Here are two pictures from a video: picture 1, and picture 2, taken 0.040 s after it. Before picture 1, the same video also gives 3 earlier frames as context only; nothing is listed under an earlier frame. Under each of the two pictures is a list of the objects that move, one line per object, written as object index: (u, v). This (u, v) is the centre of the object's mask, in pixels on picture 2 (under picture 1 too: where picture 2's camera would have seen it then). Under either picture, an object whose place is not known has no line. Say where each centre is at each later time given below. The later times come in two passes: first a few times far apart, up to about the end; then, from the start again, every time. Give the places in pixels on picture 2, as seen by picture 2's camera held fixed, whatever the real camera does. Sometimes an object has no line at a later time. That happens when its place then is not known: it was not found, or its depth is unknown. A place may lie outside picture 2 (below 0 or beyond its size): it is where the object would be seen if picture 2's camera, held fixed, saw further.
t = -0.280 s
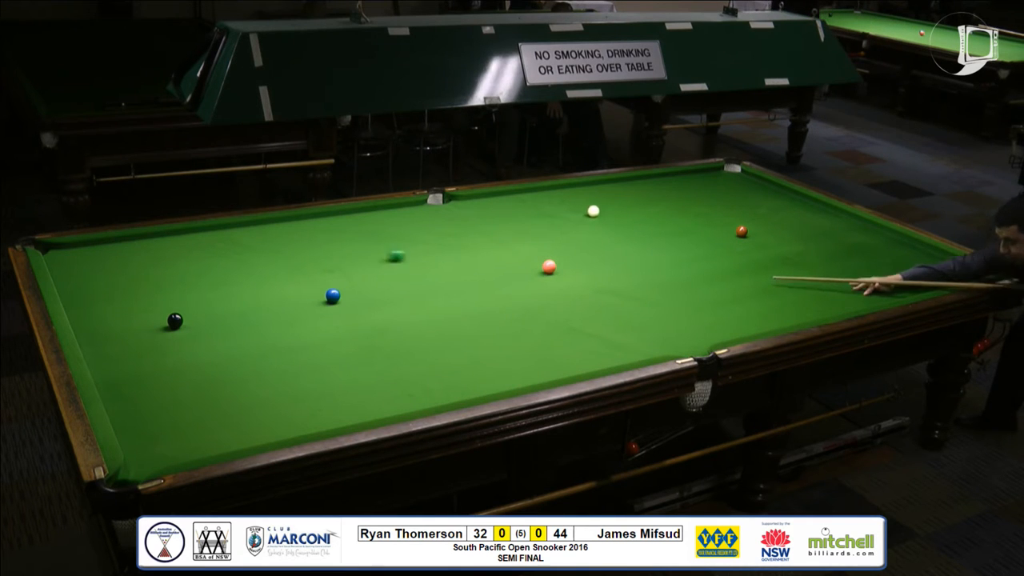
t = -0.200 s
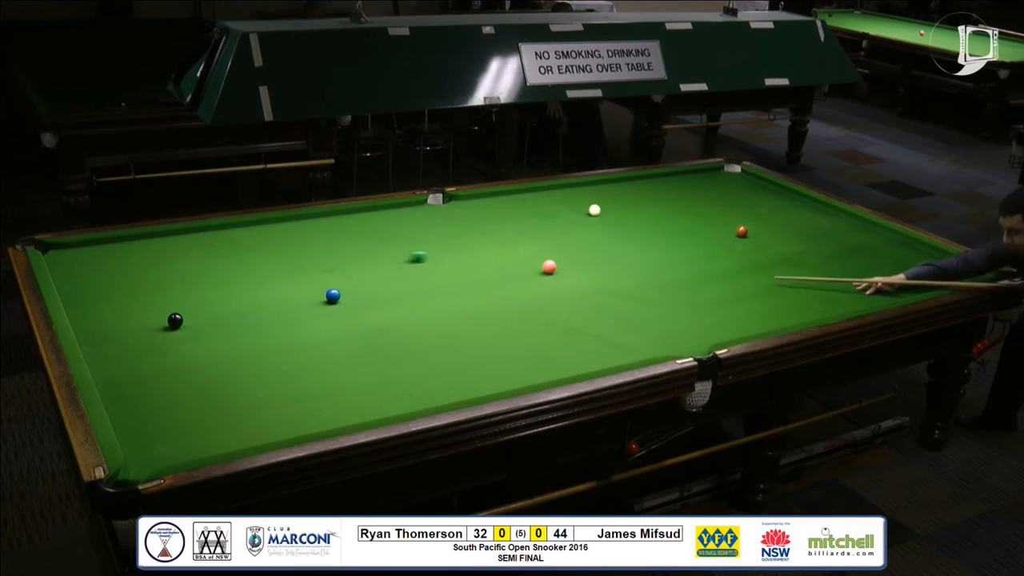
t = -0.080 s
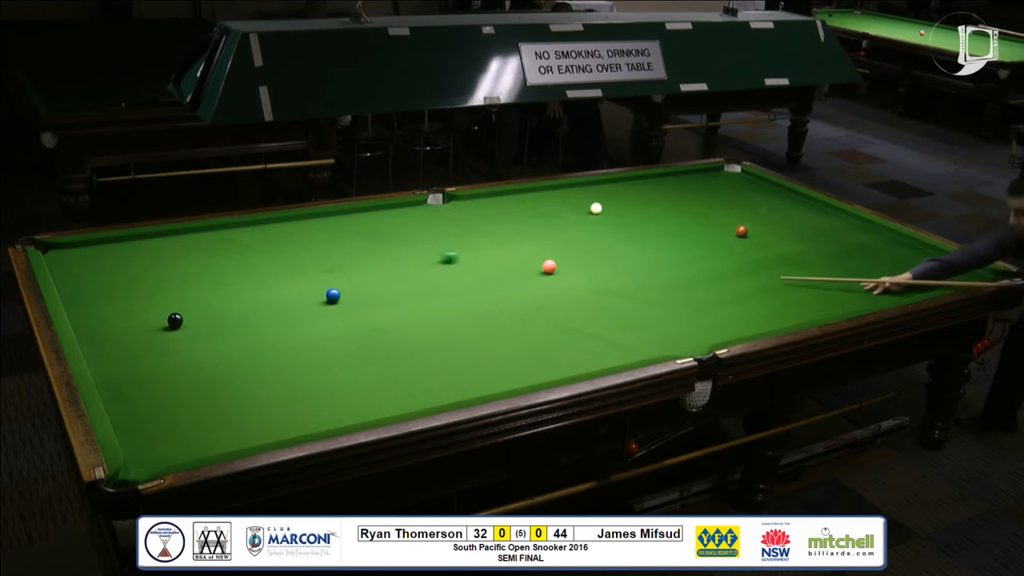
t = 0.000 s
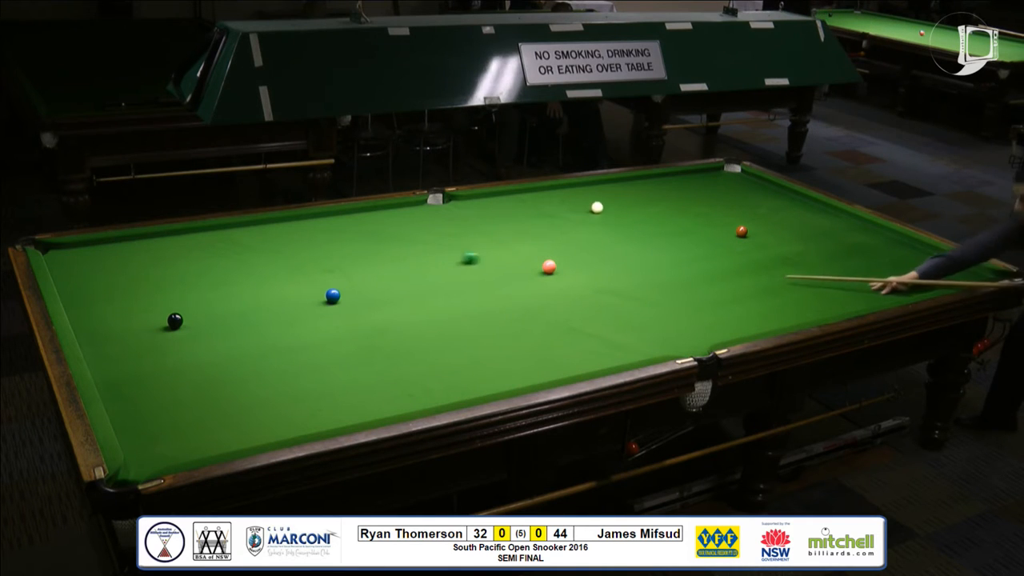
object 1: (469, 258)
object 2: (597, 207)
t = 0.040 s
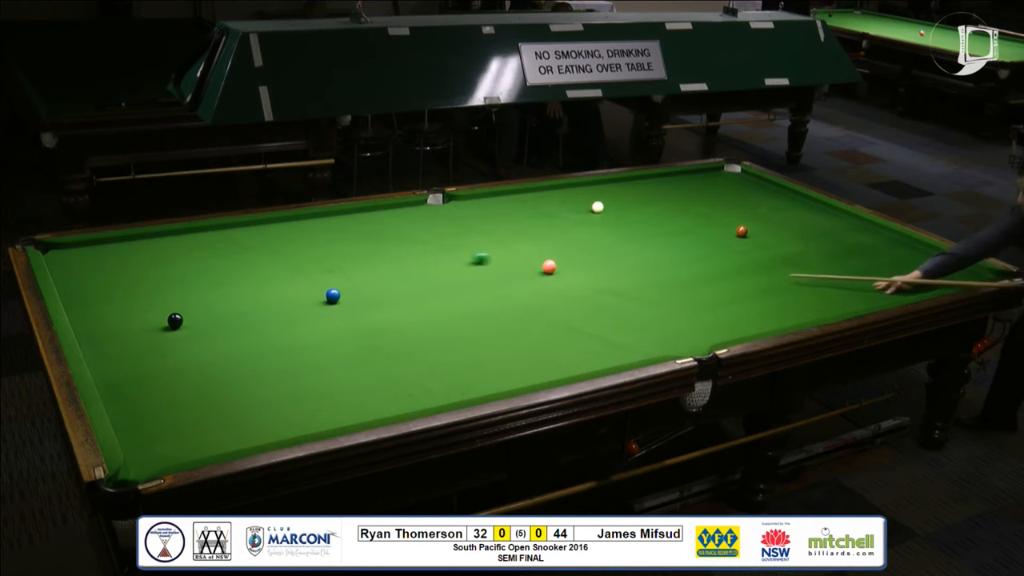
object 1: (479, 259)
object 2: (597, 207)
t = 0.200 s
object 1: (520, 260)
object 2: (599, 205)
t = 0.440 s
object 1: (580, 261)
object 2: (601, 203)
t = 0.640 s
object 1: (627, 263)
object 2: (603, 201)
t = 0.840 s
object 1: (673, 264)
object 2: (604, 199)
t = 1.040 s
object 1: (716, 265)
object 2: (605, 198)
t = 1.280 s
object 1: (766, 266)
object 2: (606, 197)
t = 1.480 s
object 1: (806, 267)
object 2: (606, 196)
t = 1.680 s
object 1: (844, 268)
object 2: (607, 195)
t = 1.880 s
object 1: (879, 268)
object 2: (607, 195)
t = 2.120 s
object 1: (920, 269)
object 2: (607, 195)
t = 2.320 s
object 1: (952, 270)
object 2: (607, 195)
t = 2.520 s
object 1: (983, 270)
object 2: (607, 195)
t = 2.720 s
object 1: (990, 274)
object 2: (607, 195)
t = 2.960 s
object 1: (972, 271)
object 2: (607, 195)
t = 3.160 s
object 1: (958, 266)
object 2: (607, 195)
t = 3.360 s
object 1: (944, 262)
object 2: (607, 195)
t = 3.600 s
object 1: (930, 258)
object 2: (607, 195)
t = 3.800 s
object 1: (919, 255)
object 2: (607, 195)
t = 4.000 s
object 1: (909, 252)
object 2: (607, 195)
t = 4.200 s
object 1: (900, 249)
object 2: (607, 195)
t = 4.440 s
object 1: (891, 246)
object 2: (607, 195)
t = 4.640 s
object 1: (883, 244)
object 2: (607, 195)
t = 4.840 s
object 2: (607, 195)
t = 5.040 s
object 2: (607, 195)
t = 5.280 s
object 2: (607, 195)
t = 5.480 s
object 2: (607, 195)
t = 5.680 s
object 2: (607, 195)
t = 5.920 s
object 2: (607, 195)
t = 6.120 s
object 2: (607, 195)
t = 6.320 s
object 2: (607, 195)
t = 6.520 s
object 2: (607, 195)
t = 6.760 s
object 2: (607, 195)
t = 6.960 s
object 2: (607, 195)
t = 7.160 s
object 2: (607, 195)
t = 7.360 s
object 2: (607, 195)
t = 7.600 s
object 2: (607, 195)
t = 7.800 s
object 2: (607, 195)
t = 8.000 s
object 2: (607, 195)
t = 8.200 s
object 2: (607, 195)
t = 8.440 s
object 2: (607, 195)
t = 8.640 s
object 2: (607, 195)
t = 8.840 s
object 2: (607, 195)
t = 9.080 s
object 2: (607, 195)
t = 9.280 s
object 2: (607, 195)
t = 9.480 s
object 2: (607, 195)
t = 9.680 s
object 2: (607, 195)
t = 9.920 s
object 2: (607, 195)
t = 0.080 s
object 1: (489, 259)
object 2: (598, 206)
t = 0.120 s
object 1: (500, 259)
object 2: (598, 206)
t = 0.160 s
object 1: (510, 259)
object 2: (599, 205)
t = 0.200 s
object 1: (520, 260)
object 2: (599, 205)
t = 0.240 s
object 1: (530, 260)
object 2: (599, 205)
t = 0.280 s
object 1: (539, 260)
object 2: (600, 204)
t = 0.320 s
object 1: (551, 258)
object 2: (600, 204)
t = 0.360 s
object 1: (561, 260)
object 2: (601, 203)
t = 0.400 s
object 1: (571, 261)
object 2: (601, 203)
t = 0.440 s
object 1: (580, 261)
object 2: (601, 203)
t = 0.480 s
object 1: (590, 262)
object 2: (602, 202)
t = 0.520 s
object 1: (599, 262)
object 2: (602, 202)
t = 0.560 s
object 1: (608, 262)
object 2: (602, 202)
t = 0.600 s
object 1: (618, 263)
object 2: (603, 201)
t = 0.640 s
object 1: (627, 263)
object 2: (603, 201)
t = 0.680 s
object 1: (637, 263)
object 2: (603, 201)
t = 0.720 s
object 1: (645, 263)
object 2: (603, 200)
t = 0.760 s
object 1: (655, 264)
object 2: (604, 200)
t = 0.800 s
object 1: (663, 264)
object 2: (604, 200)
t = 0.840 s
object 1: (673, 264)
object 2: (604, 199)
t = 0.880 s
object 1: (681, 264)
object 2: (604, 199)
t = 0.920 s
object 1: (691, 264)
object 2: (604, 199)
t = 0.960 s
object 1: (699, 265)
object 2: (605, 198)
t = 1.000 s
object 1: (708, 265)
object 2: (605, 198)
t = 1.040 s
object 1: (716, 265)
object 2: (605, 198)
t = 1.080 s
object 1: (725, 265)
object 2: (605, 198)
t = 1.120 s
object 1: (733, 265)
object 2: (606, 198)
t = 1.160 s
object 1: (742, 266)
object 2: (606, 197)
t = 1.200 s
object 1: (750, 266)
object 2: (606, 197)
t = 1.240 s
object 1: (758, 266)
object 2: (606, 197)
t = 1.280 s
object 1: (766, 266)
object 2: (606, 197)
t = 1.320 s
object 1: (775, 266)
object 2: (606, 197)
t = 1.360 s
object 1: (783, 267)
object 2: (606, 196)
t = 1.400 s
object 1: (791, 266)
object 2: (606, 196)
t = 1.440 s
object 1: (799, 267)
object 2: (606, 196)
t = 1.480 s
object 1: (806, 267)
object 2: (606, 196)
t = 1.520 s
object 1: (814, 267)
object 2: (606, 196)
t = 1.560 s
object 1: (821, 267)
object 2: (606, 196)
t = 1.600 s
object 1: (829, 267)
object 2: (606, 195)
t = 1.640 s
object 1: (836, 267)
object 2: (607, 195)
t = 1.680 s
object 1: (844, 268)
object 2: (607, 195)
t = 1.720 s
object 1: (851, 268)
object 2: (607, 195)
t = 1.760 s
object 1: (858, 268)
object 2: (607, 195)
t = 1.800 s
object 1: (865, 268)
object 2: (607, 195)
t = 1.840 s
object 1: (872, 268)
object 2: (607, 195)
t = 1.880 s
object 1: (879, 268)
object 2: (607, 195)
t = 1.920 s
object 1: (886, 269)
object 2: (607, 195)
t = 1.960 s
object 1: (893, 268)
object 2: (607, 195)
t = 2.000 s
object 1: (900, 269)
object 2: (607, 195)
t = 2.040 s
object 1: (907, 269)
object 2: (607, 195)
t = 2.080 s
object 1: (913, 269)
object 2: (607, 195)
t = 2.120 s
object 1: (920, 269)
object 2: (607, 195)
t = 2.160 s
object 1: (927, 269)
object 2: (607, 195)
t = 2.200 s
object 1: (933, 270)
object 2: (607, 195)
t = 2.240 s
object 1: (939, 270)
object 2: (607, 195)
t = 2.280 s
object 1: (945, 270)
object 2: (607, 195)
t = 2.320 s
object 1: (952, 270)
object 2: (607, 195)
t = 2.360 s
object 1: (958, 270)
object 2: (607, 195)
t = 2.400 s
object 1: (964, 270)
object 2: (607, 195)
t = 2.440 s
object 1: (970, 269)
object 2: (607, 195)
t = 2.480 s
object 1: (977, 270)
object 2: (607, 195)
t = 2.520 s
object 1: (983, 270)
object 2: (607, 195)
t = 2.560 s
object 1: (986, 271)
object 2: (607, 195)
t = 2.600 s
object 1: (987, 272)
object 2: (607, 195)
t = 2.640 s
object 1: (989, 272)
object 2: (607, 195)
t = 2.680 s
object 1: (991, 274)
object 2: (607, 195)
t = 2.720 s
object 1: (990, 274)
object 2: (607, 195)
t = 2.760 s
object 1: (987, 273)
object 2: (607, 195)
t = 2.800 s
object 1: (983, 273)
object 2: (607, 195)
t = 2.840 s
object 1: (980, 273)
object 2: (607, 195)
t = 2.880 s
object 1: (978, 273)
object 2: (607, 195)
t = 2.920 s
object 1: (975, 272)
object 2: (607, 195)
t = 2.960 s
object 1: (972, 271)
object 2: (607, 195)
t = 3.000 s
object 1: (969, 270)
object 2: (607, 195)
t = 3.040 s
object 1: (966, 269)
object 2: (607, 195)
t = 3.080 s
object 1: (963, 268)
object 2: (607, 195)
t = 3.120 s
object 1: (961, 267)
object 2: (607, 195)
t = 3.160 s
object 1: (958, 266)
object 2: (607, 195)
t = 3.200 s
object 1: (956, 265)
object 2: (607, 195)
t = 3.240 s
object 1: (953, 265)
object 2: (607, 195)
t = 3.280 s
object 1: (950, 264)
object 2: (607, 195)
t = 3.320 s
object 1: (947, 263)
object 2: (607, 195)
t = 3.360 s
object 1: (944, 262)
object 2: (607, 195)
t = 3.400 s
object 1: (942, 262)
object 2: (607, 195)
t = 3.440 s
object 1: (940, 261)
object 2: (607, 195)
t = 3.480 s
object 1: (937, 260)
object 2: (607, 195)
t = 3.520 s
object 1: (935, 259)
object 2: (607, 195)
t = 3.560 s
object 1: (932, 259)
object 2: (607, 195)
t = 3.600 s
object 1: (930, 258)
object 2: (607, 195)
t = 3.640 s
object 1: (928, 258)
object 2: (607, 195)
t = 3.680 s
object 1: (926, 257)
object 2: (607, 195)
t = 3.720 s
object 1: (923, 256)
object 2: (607, 195)
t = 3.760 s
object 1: (921, 255)
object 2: (607, 195)
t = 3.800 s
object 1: (919, 255)
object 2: (607, 195)
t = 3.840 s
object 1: (917, 254)
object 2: (607, 195)
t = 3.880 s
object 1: (915, 254)
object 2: (607, 195)
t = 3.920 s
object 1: (913, 253)
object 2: (607, 195)
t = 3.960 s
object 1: (911, 253)
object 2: (607, 195)
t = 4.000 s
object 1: (909, 252)
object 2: (607, 195)
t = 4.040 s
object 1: (907, 251)
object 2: (607, 195)
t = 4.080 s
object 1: (905, 251)
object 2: (607, 195)
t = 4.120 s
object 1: (903, 250)
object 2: (607, 195)
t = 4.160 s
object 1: (902, 250)
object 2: (607, 195)
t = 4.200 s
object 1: (900, 249)
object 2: (607, 195)
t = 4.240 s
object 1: (898, 249)
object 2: (607, 195)
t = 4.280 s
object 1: (897, 248)
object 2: (607, 195)
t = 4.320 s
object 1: (895, 248)
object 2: (607, 195)
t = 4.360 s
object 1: (894, 247)
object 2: (607, 195)
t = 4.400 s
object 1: (892, 247)
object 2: (607, 195)
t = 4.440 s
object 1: (891, 246)
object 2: (607, 195)
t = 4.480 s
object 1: (889, 246)
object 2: (607, 195)
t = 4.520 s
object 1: (888, 246)
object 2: (607, 195)
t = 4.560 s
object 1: (886, 245)
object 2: (607, 195)
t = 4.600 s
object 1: (885, 245)
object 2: (607, 195)
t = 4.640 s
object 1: (883, 244)
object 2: (607, 195)
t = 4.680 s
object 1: (882, 244)
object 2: (607, 195)
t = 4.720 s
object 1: (881, 244)
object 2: (607, 195)
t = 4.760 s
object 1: (879, 243)
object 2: (607, 195)
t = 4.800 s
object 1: (878, 243)
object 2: (607, 195)
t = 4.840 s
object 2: (607, 195)
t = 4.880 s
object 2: (607, 195)
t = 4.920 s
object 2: (607, 195)
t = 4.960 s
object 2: (607, 195)
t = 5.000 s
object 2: (607, 195)
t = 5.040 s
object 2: (607, 195)
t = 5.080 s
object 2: (607, 195)
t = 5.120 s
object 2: (607, 195)
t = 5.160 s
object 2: (607, 195)
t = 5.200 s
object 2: (607, 195)
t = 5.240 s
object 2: (607, 195)
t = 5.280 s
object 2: (607, 195)
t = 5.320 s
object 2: (607, 195)
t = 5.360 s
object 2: (607, 195)
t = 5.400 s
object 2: (607, 195)
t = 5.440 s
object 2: (607, 195)
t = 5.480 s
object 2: (607, 195)
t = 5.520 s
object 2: (607, 195)
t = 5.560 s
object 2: (607, 195)
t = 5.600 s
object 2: (607, 195)
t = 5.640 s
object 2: (607, 195)
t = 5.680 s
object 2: (607, 195)
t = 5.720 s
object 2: (607, 195)
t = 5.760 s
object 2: (607, 195)
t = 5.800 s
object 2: (607, 195)
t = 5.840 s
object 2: (607, 195)
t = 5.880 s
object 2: (607, 195)
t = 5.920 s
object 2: (607, 195)
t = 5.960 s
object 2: (607, 195)
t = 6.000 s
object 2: (607, 195)
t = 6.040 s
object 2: (607, 195)
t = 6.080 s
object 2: (607, 195)
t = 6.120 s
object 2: (607, 195)
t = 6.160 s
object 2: (607, 195)
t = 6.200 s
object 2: (607, 195)
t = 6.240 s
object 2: (607, 195)
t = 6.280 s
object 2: (607, 195)
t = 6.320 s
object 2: (607, 195)
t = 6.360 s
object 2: (607, 195)
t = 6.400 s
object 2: (607, 195)
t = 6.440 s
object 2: (607, 195)
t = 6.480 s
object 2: (607, 195)
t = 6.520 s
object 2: (607, 195)
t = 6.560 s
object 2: (607, 195)
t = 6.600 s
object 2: (607, 195)
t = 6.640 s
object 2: (607, 195)
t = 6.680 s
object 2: (607, 195)
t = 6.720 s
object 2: (607, 195)
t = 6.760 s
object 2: (607, 195)
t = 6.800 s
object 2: (607, 195)
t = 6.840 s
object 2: (607, 195)
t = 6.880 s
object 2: (607, 195)
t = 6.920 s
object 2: (607, 195)
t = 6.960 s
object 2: (607, 195)
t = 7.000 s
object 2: (607, 195)
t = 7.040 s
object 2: (607, 195)
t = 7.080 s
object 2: (607, 195)
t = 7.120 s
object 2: (607, 195)
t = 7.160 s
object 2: (607, 195)
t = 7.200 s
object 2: (607, 195)
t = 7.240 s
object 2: (607, 195)
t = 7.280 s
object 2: (607, 195)
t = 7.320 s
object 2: (607, 195)
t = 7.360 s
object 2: (607, 195)
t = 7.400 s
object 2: (607, 195)
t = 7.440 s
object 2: (607, 195)
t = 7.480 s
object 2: (607, 195)
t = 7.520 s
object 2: (607, 195)
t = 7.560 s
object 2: (607, 195)
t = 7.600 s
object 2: (607, 195)
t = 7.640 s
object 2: (607, 195)
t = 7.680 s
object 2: (607, 195)
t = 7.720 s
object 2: (607, 195)
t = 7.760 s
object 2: (607, 195)
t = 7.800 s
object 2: (607, 195)
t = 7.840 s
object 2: (607, 195)
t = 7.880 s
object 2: (607, 195)
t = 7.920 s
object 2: (607, 195)
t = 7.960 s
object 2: (607, 195)
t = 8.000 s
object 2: (607, 195)
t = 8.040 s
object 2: (607, 195)
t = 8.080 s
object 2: (607, 195)
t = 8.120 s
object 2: (607, 195)
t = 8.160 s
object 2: (607, 195)
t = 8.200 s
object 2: (607, 195)
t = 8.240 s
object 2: (607, 195)
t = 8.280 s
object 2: (607, 195)
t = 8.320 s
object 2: (607, 195)
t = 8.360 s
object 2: (607, 195)
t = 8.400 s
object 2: (607, 195)
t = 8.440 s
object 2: (607, 195)
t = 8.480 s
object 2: (607, 195)
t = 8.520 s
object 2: (607, 195)
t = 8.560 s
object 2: (607, 195)
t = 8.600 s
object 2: (607, 195)
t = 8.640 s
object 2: (607, 195)
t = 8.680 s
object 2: (607, 195)
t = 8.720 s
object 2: (607, 195)
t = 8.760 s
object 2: (607, 195)
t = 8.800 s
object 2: (607, 195)
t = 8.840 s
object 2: (607, 195)
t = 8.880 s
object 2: (607, 195)
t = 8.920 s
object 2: (607, 195)
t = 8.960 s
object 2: (607, 195)
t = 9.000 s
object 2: (607, 195)
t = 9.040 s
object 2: (607, 195)
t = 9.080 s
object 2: (607, 195)
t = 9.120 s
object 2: (607, 195)
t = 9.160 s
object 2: (607, 195)
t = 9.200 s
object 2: (607, 195)
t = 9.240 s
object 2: (607, 195)
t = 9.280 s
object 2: (607, 195)
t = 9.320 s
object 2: (607, 195)
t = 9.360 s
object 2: (607, 195)
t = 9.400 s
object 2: (607, 195)
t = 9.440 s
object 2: (607, 195)
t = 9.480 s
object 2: (607, 195)
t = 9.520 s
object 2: (607, 195)
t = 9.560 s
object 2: (607, 195)
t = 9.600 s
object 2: (607, 195)
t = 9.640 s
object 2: (607, 195)
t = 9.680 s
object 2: (607, 195)
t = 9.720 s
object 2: (607, 195)
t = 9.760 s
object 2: (607, 195)
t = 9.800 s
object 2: (607, 195)
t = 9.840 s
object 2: (607, 195)
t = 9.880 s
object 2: (607, 195)
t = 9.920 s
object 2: (607, 195)
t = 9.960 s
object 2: (607, 195)
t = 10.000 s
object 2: (607, 195)
